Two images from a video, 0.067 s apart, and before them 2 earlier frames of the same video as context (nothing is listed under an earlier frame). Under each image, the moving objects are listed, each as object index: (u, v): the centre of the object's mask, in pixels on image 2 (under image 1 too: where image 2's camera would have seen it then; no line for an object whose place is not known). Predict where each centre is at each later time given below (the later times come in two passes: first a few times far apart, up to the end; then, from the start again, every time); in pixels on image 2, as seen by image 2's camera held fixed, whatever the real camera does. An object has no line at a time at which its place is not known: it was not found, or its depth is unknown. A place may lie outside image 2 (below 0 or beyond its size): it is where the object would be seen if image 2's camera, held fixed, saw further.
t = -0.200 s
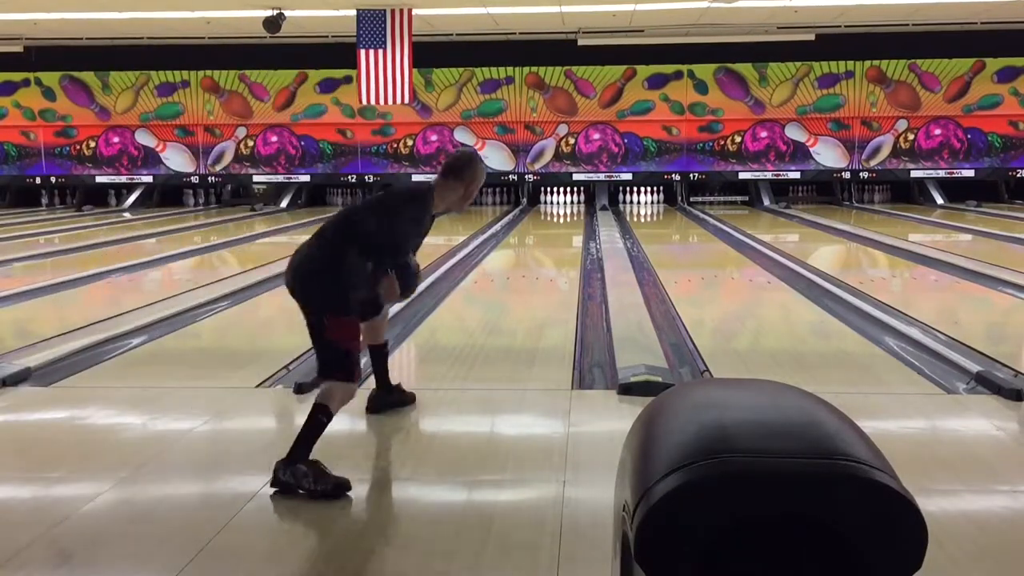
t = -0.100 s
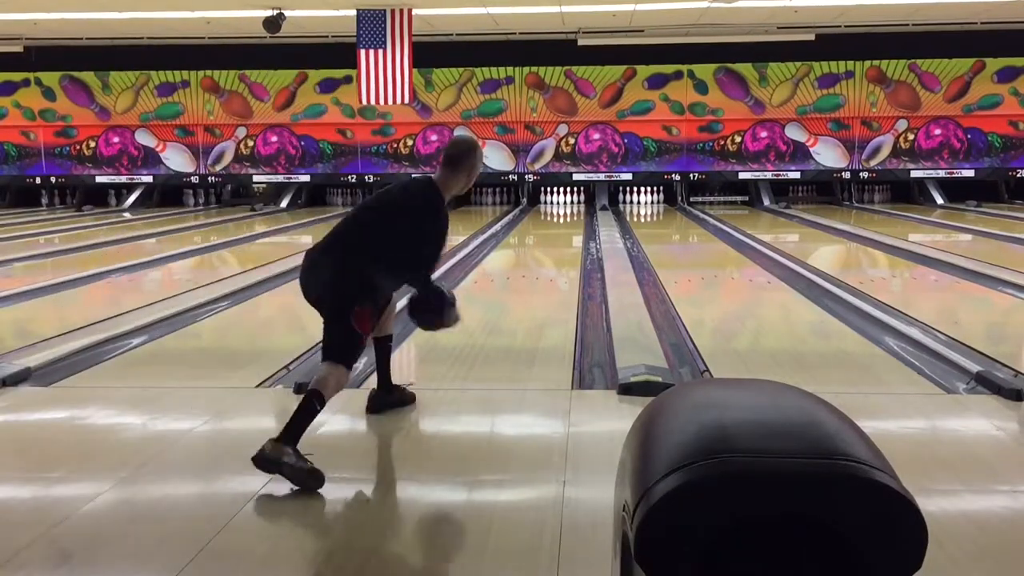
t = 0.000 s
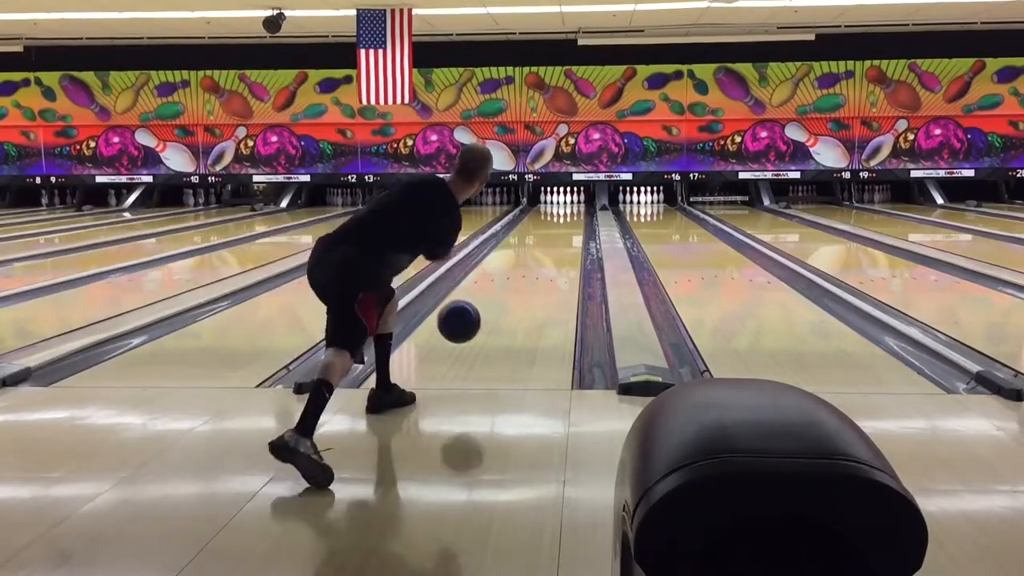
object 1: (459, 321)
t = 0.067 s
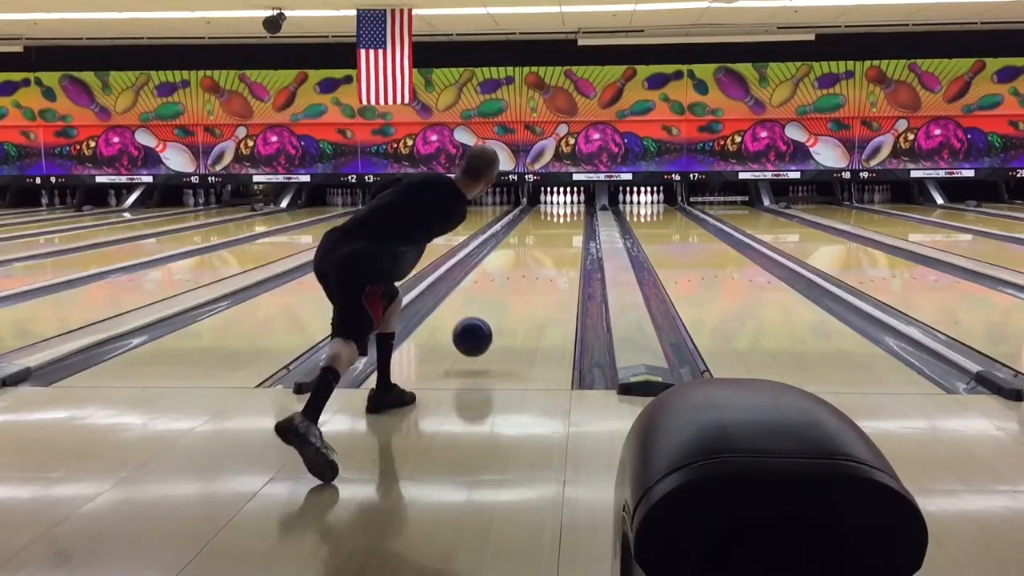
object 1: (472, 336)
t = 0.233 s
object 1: (497, 320)
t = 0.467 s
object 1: (520, 290)
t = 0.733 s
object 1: (537, 266)
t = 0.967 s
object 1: (548, 252)
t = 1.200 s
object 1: (555, 241)
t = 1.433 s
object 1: (561, 232)
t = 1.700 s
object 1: (566, 224)
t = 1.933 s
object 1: (569, 218)
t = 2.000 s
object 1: (569, 217)
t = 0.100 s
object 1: (478, 344)
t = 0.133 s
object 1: (483, 336)
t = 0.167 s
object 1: (488, 328)
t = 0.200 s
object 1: (493, 323)
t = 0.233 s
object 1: (497, 320)
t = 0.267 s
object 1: (501, 315)
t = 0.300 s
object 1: (505, 310)
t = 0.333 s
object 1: (508, 306)
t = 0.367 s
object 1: (511, 301)
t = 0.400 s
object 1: (514, 297)
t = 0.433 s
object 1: (517, 293)
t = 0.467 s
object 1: (520, 290)
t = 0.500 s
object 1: (523, 287)
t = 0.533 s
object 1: (525, 283)
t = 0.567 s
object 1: (527, 280)
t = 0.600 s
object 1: (529, 277)
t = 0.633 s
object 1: (532, 274)
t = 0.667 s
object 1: (534, 272)
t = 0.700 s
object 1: (535, 269)
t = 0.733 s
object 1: (537, 266)
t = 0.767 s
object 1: (539, 264)
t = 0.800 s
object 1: (540, 262)
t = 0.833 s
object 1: (542, 260)
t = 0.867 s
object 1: (544, 257)
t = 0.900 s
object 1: (545, 256)
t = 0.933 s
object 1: (546, 254)
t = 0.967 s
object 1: (548, 252)
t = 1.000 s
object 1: (549, 250)
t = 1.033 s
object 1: (550, 249)
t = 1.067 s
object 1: (551, 247)
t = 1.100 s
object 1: (552, 245)
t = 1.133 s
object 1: (553, 244)
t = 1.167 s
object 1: (554, 242)
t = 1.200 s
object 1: (555, 241)
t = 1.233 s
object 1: (556, 240)
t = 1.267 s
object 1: (557, 238)
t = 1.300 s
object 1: (558, 237)
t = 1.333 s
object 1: (559, 236)
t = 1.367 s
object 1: (560, 235)
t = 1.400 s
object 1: (560, 233)
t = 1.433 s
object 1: (561, 232)
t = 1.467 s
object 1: (562, 231)
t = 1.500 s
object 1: (562, 230)
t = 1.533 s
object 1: (563, 229)
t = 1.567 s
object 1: (564, 228)
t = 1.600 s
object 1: (564, 227)
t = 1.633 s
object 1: (565, 226)
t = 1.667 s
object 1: (566, 225)
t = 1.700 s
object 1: (566, 224)
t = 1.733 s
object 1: (567, 223)
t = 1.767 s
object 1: (567, 222)
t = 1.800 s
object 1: (568, 221)
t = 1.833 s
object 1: (568, 220)
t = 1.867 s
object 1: (569, 220)
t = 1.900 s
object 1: (569, 219)
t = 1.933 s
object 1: (569, 218)
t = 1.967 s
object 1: (569, 217)
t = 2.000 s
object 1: (569, 217)
